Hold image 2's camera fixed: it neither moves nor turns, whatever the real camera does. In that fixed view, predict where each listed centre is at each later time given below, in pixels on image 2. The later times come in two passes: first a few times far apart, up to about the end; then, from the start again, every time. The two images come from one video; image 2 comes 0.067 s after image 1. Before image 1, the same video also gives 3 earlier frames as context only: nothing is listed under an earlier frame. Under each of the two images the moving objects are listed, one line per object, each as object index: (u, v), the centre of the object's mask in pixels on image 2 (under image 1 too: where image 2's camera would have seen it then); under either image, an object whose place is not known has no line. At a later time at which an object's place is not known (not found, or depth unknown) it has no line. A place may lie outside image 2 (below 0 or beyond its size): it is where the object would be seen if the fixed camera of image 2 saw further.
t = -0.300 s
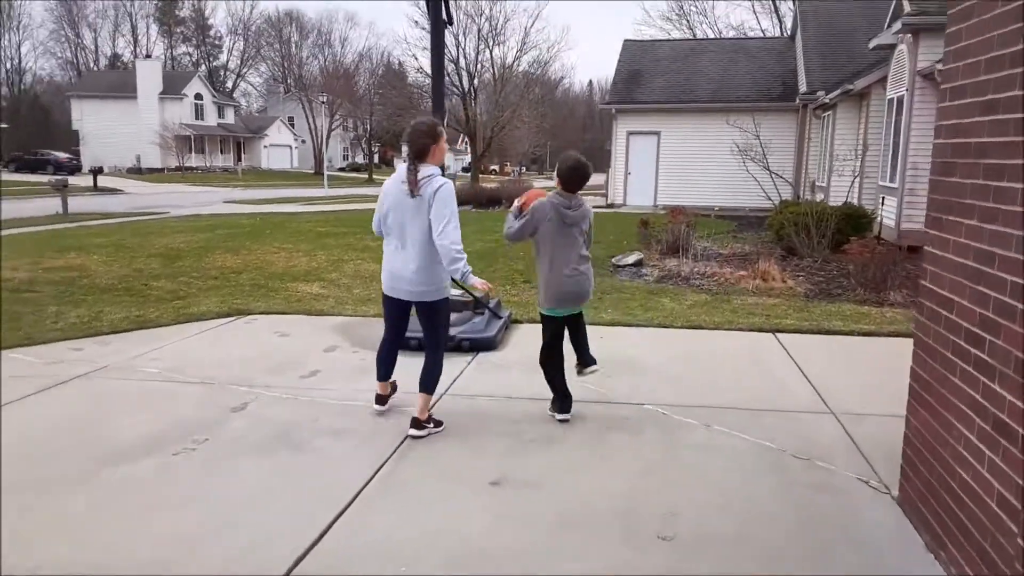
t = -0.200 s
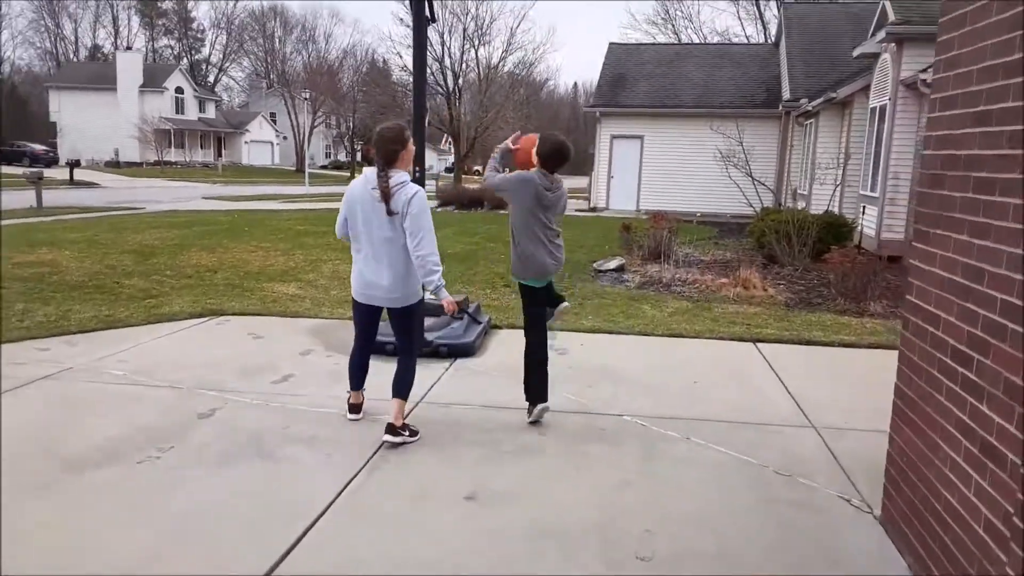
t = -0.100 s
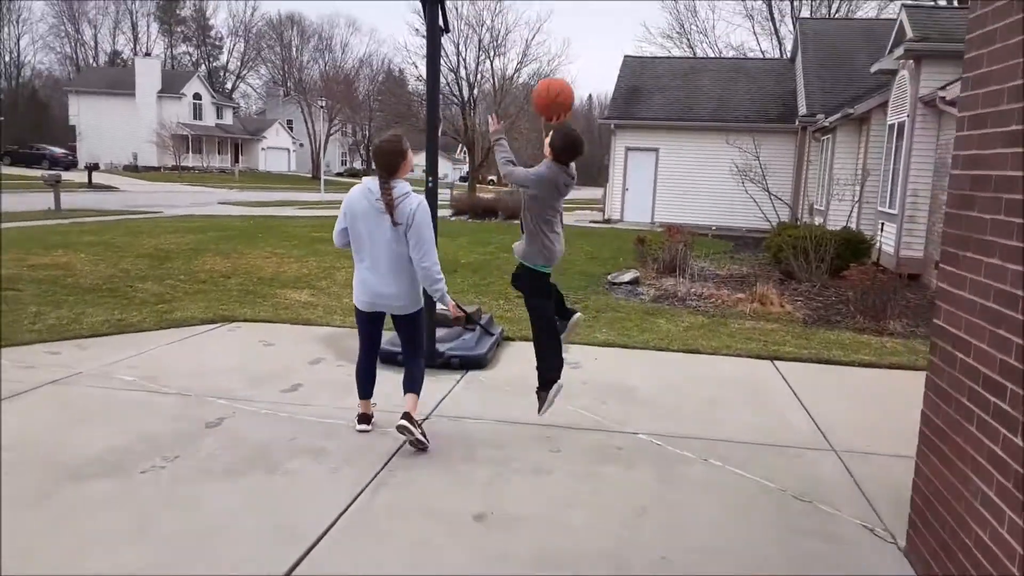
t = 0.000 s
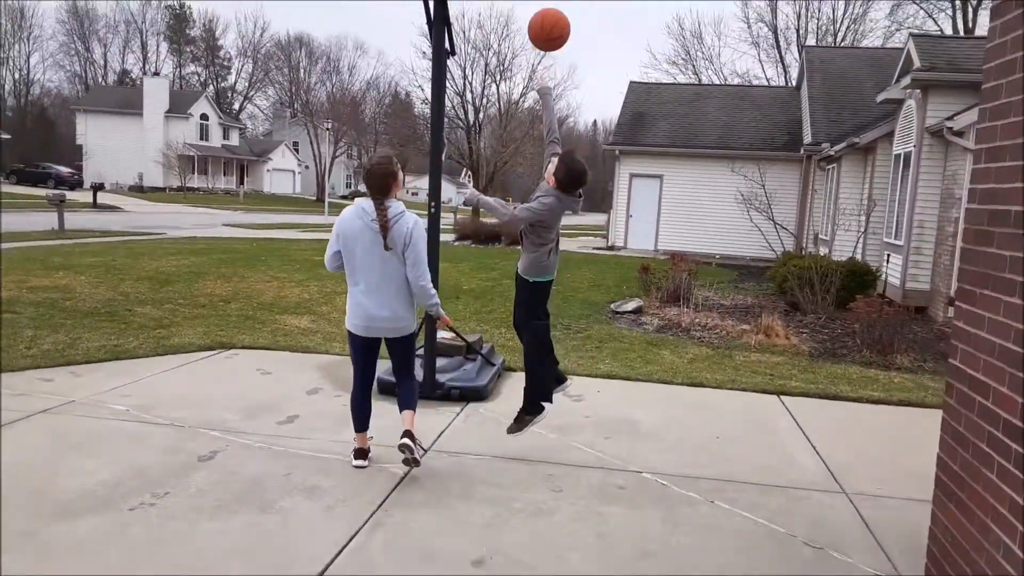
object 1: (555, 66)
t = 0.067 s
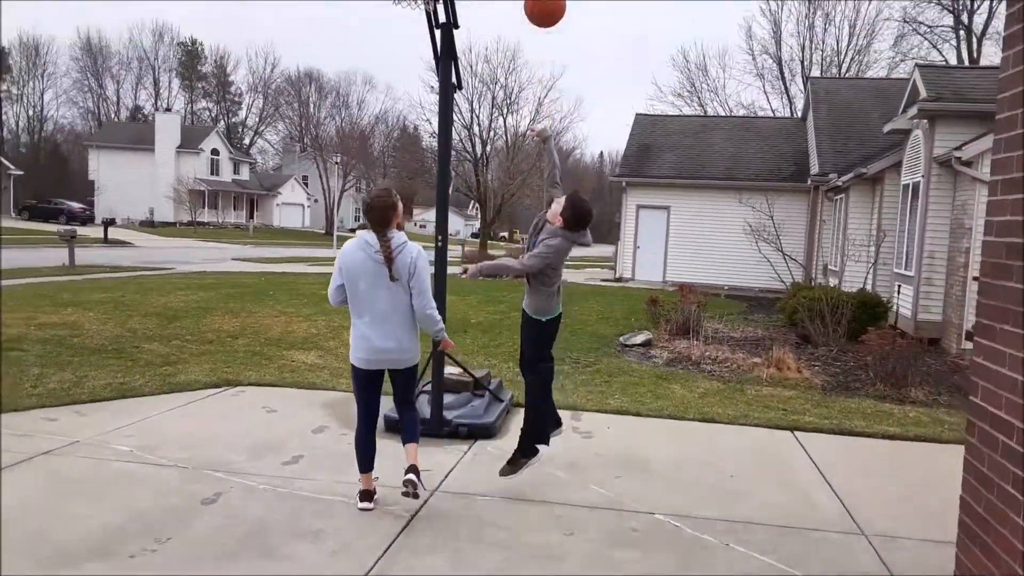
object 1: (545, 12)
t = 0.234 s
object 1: (523, -102)
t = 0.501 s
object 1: (473, -143)
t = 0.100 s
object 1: (542, -13)
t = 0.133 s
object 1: (540, -41)
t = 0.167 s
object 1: (536, -60)
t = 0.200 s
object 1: (530, -87)
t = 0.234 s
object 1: (523, -102)
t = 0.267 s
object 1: (518, -115)
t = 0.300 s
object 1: (511, -128)
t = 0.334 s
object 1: (504, -131)
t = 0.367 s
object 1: (500, -139)
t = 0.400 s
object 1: (493, -141)
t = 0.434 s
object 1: (486, -144)
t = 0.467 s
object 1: (479, -145)
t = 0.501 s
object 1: (473, -143)
